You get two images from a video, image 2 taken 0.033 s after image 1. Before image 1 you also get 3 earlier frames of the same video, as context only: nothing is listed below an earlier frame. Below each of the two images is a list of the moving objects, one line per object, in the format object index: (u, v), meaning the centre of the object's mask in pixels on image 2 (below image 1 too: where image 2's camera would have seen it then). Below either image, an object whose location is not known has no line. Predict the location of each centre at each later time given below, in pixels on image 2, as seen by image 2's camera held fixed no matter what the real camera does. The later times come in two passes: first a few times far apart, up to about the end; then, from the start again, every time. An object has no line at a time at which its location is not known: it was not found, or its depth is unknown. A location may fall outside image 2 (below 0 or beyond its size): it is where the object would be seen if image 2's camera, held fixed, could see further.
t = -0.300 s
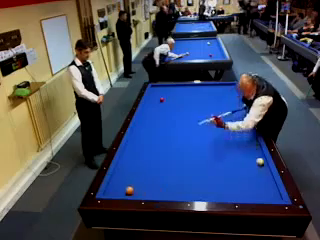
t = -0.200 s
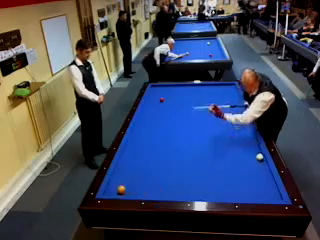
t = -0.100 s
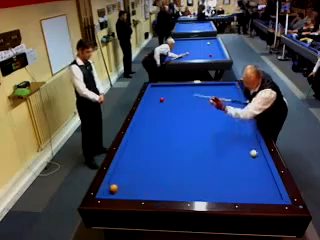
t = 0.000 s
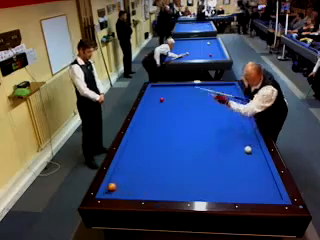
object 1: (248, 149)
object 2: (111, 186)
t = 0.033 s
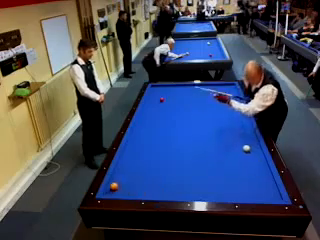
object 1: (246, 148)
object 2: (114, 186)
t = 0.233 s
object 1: (236, 141)
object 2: (123, 183)
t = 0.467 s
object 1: (226, 134)
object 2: (135, 180)
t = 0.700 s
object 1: (216, 128)
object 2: (146, 178)
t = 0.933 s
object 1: (208, 122)
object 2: (156, 175)
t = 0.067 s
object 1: (245, 147)
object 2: (116, 186)
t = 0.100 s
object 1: (243, 146)
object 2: (117, 185)
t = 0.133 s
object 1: (241, 144)
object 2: (119, 185)
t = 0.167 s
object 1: (239, 143)
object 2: (120, 184)
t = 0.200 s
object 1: (238, 142)
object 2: (122, 184)
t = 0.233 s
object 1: (236, 141)
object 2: (123, 183)
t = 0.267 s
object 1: (235, 140)
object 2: (125, 183)
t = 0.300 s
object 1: (233, 139)
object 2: (127, 182)
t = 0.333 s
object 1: (231, 138)
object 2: (128, 182)
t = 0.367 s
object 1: (230, 137)
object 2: (130, 182)
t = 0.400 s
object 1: (229, 136)
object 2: (132, 181)
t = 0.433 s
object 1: (227, 135)
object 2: (134, 180)
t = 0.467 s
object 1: (226, 134)
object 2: (135, 180)
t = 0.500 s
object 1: (224, 133)
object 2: (137, 180)
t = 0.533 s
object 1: (223, 132)
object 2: (138, 179)
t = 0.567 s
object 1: (221, 131)
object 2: (140, 179)
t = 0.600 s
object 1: (220, 130)
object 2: (141, 179)
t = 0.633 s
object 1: (219, 129)
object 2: (143, 178)
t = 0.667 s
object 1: (218, 128)
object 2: (144, 178)
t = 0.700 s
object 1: (216, 128)
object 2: (146, 178)
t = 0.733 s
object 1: (215, 127)
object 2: (147, 177)
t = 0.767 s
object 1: (214, 126)
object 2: (149, 177)
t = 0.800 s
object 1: (213, 125)
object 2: (150, 177)
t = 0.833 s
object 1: (211, 124)
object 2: (152, 176)
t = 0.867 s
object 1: (210, 123)
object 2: (154, 175)
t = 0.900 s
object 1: (210, 123)
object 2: (155, 175)
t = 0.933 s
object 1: (208, 122)
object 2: (156, 175)
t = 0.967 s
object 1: (207, 121)
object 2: (157, 174)
